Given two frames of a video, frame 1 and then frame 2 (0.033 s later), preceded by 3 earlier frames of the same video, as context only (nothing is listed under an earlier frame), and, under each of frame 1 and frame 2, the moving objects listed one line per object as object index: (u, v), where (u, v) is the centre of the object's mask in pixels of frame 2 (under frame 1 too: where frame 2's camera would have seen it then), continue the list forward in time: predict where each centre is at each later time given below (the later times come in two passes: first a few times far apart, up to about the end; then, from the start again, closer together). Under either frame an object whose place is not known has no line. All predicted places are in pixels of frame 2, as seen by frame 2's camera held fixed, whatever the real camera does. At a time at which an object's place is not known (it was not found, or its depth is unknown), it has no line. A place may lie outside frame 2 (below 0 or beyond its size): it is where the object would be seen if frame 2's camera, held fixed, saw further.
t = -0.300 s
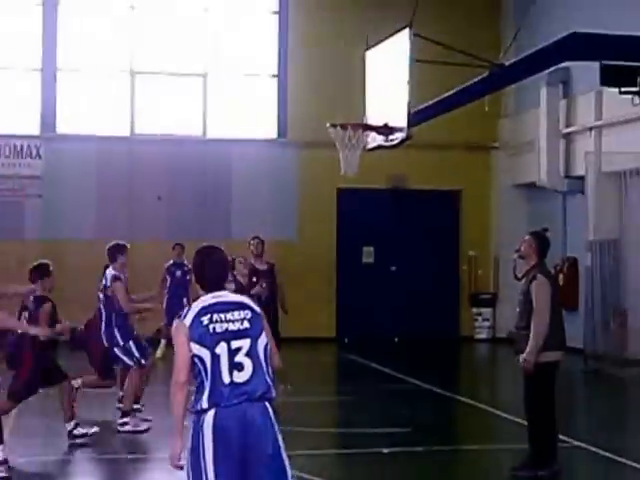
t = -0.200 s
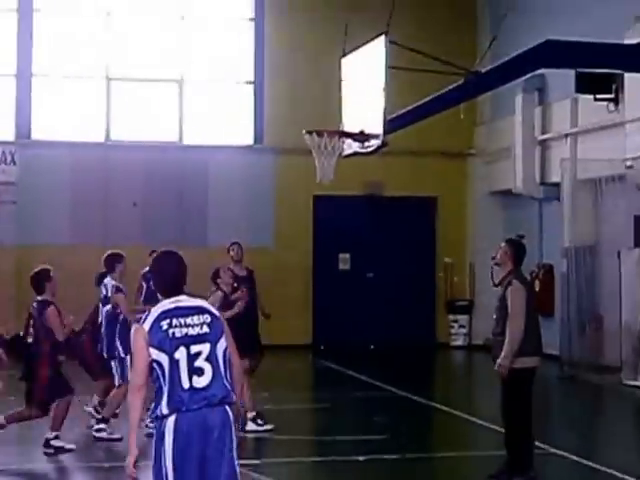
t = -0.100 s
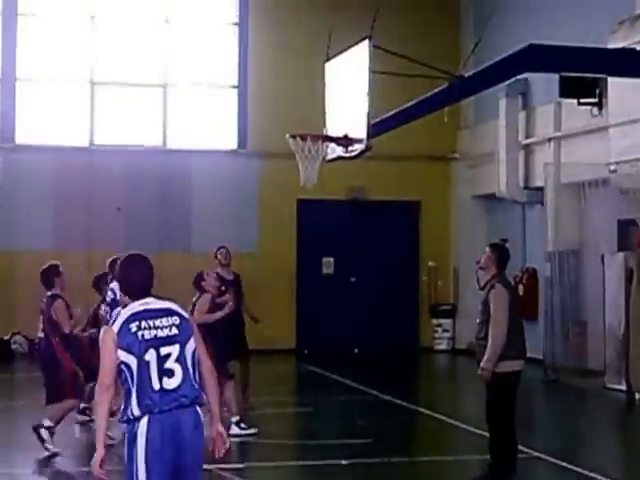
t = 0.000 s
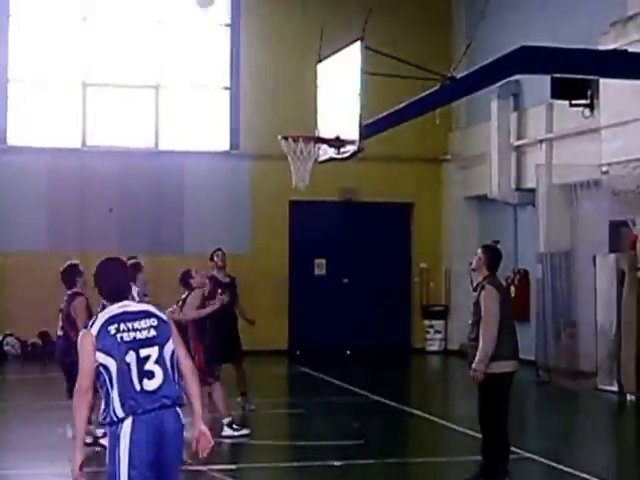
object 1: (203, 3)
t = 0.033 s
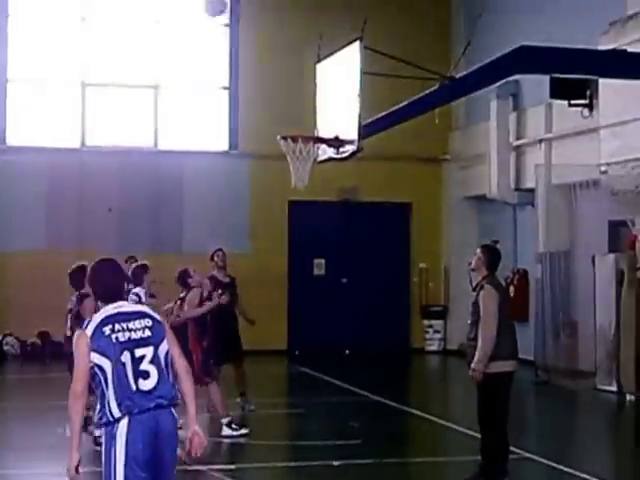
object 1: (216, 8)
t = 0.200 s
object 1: (266, 62)
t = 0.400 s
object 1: (312, 155)
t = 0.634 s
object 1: (274, 198)
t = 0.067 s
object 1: (227, 16)
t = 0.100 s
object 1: (235, 25)
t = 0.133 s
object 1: (247, 38)
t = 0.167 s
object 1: (257, 49)
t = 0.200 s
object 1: (266, 62)
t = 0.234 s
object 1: (275, 76)
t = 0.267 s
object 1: (284, 90)
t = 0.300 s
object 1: (292, 105)
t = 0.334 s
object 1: (303, 122)
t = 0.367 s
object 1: (313, 133)
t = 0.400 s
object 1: (312, 155)
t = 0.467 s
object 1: (299, 168)
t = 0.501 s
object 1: (293, 175)
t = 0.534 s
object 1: (289, 178)
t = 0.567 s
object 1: (284, 184)
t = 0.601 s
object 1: (280, 190)
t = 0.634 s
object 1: (274, 198)
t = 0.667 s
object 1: (270, 207)
